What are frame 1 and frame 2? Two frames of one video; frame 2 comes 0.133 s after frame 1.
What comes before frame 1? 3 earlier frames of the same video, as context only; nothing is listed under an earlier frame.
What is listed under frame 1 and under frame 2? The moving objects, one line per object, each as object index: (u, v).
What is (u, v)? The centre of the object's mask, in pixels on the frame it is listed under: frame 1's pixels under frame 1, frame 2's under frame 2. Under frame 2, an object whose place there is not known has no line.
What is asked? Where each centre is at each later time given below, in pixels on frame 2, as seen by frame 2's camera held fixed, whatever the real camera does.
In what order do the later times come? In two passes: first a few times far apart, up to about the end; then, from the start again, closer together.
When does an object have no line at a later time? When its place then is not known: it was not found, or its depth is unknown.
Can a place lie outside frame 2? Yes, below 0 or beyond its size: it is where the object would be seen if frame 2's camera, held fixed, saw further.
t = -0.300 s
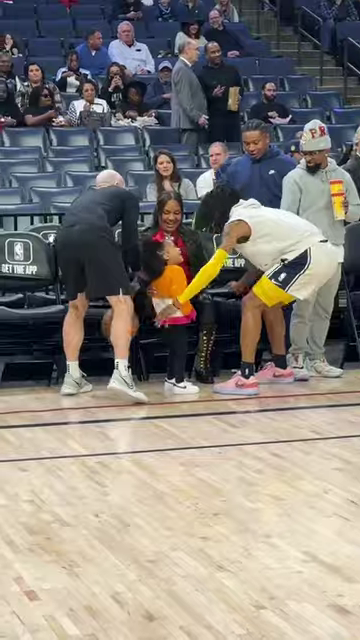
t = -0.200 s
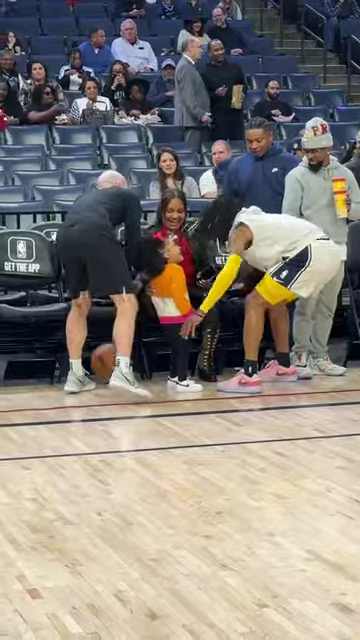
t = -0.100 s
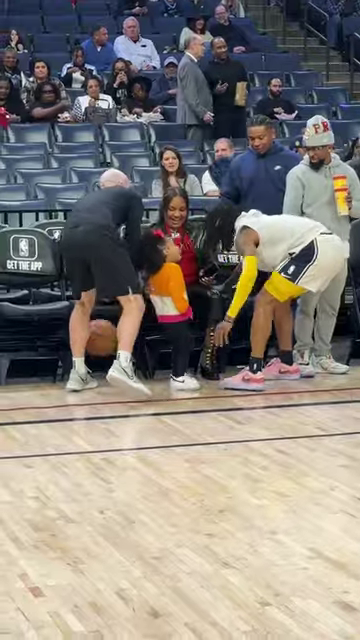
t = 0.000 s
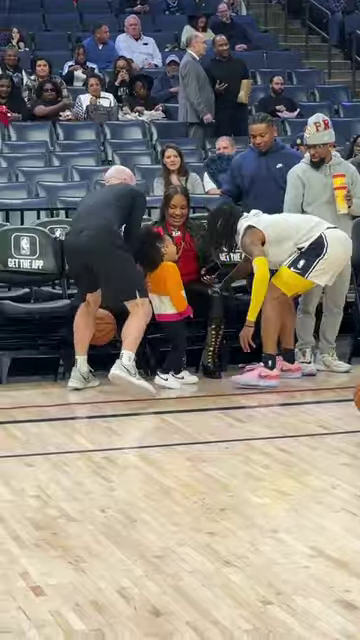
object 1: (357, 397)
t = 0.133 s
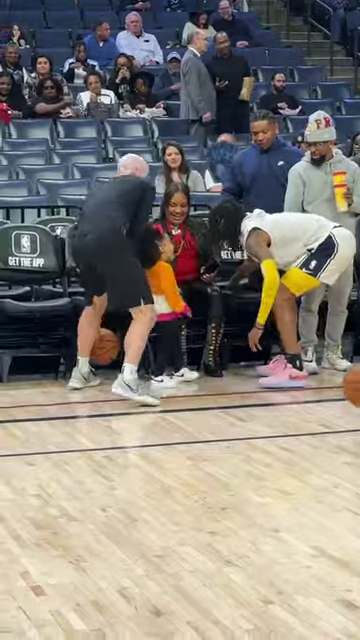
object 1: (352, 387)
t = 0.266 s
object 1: (342, 409)
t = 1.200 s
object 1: (250, 424)
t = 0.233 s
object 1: (345, 402)
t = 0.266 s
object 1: (342, 409)
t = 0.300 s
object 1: (340, 420)
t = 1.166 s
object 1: (252, 427)
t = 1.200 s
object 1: (250, 424)
